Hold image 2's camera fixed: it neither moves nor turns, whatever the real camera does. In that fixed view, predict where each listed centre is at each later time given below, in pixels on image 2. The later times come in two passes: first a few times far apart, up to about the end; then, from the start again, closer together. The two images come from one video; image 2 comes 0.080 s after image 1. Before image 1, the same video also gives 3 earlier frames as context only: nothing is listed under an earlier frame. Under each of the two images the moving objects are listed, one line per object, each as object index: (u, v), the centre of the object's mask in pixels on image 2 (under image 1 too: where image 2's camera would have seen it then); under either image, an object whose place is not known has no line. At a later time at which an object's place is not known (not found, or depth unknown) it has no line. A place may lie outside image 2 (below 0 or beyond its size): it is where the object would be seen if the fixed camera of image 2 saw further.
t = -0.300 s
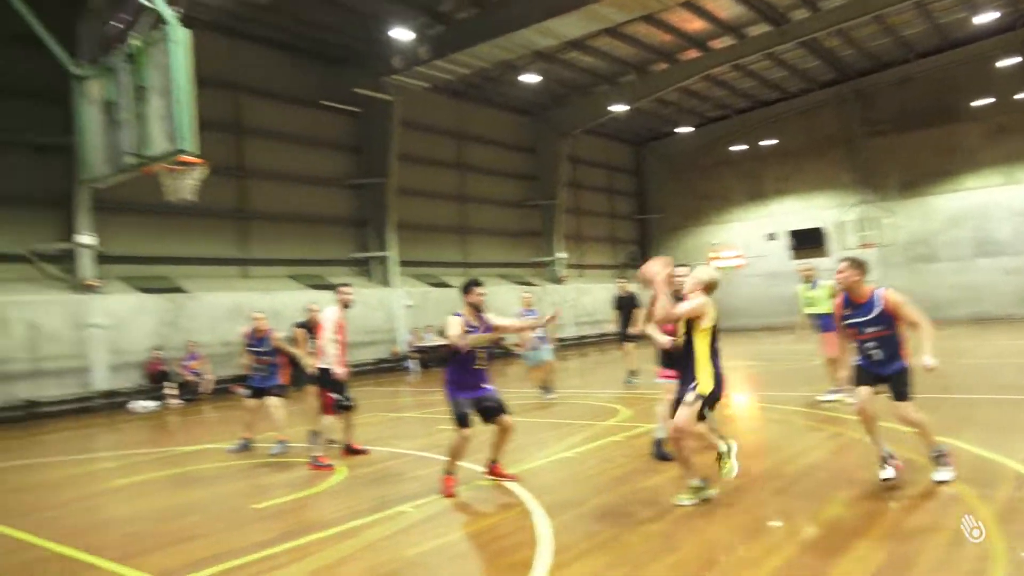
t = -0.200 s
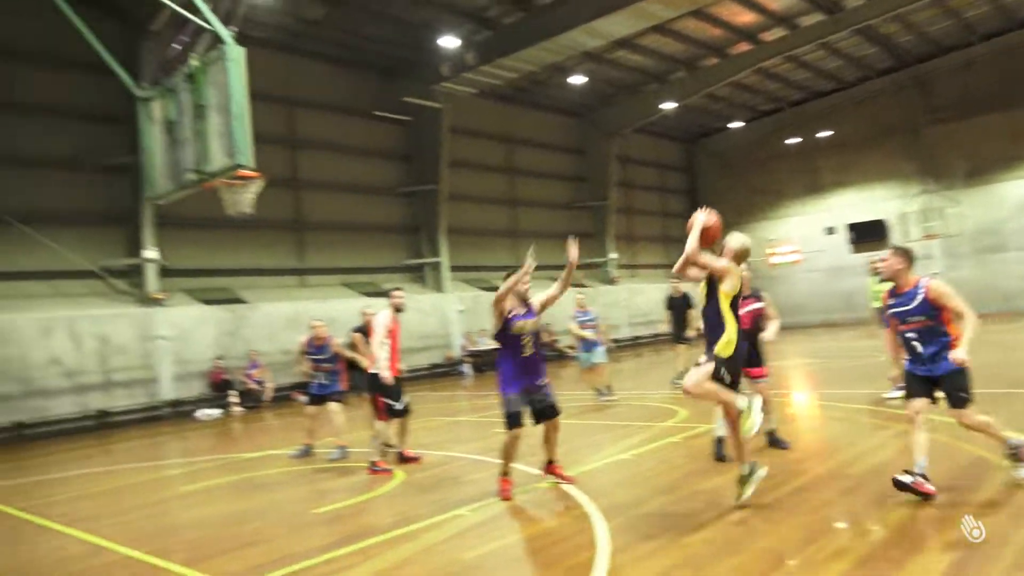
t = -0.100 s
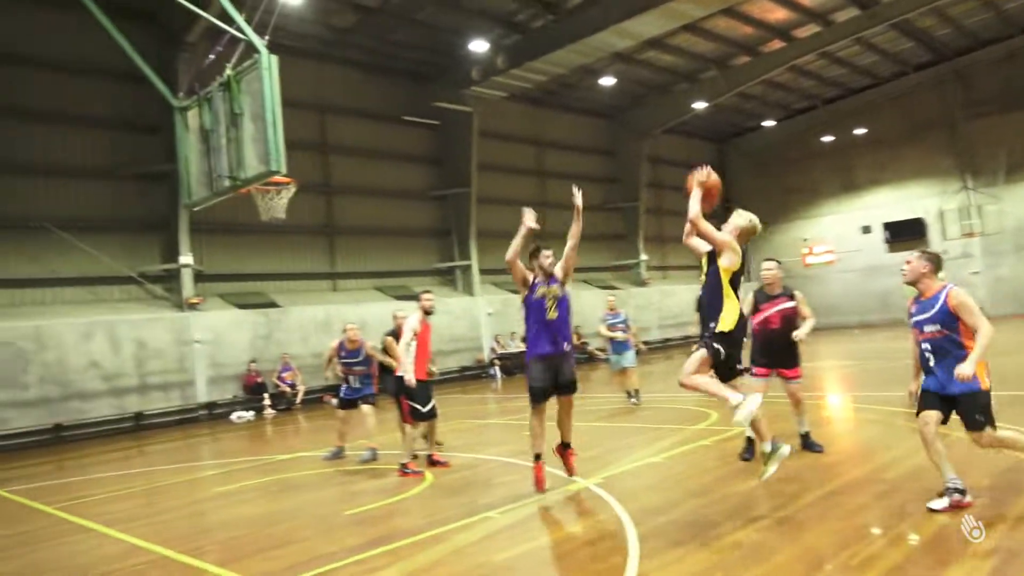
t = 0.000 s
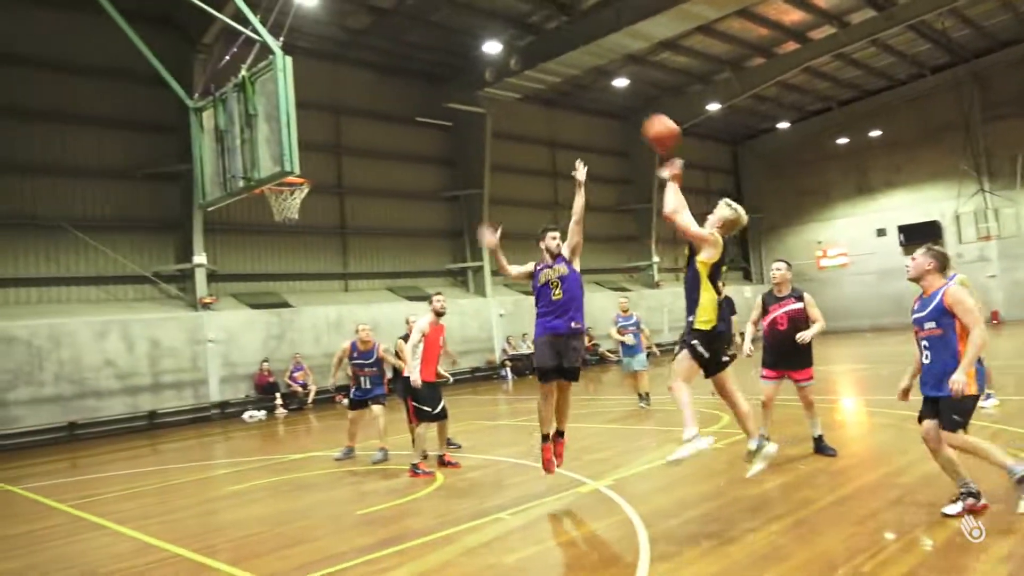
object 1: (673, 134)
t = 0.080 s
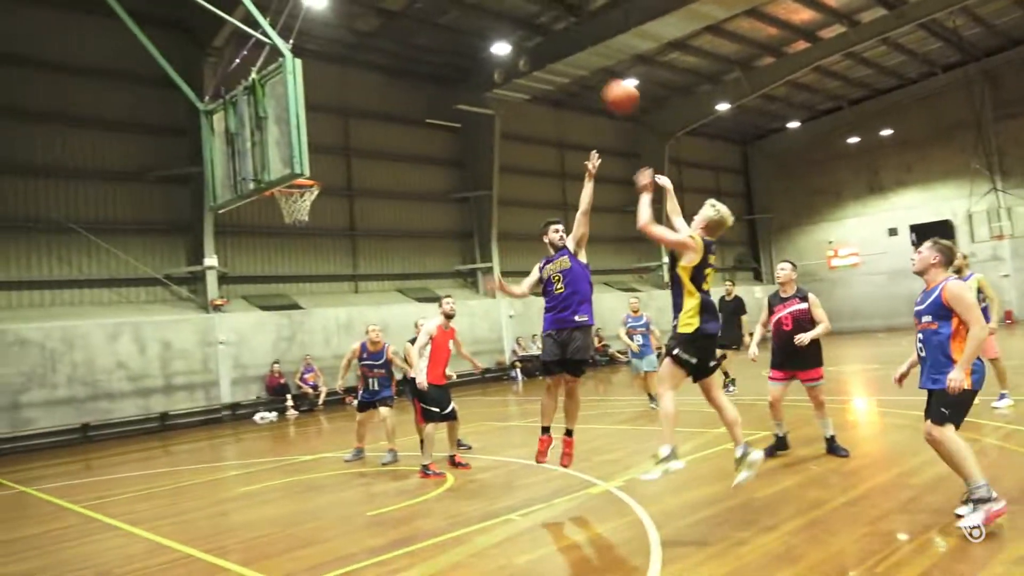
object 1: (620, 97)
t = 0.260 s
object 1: (526, 53)
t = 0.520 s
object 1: (415, 57)
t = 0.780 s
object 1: (331, 125)
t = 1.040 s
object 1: (293, 225)
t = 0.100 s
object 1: (608, 90)
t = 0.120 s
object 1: (596, 83)
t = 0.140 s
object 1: (586, 78)
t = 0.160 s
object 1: (575, 72)
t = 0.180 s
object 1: (565, 67)
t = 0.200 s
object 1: (553, 61)
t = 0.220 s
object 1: (543, 57)
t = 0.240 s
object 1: (533, 55)
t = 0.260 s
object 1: (526, 53)
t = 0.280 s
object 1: (517, 50)
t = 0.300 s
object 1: (507, 49)
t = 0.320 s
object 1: (497, 48)
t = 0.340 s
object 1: (486, 45)
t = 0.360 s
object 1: (478, 45)
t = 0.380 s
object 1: (470, 45)
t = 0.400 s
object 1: (462, 46)
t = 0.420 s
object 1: (454, 47)
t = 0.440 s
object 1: (446, 48)
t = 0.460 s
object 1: (438, 50)
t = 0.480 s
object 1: (430, 52)
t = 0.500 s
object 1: (422, 55)
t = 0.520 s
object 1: (415, 57)
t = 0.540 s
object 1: (407, 61)
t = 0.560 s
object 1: (401, 64)
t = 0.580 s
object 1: (394, 68)
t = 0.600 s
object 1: (387, 72)
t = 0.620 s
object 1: (380, 77)
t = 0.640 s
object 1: (374, 82)
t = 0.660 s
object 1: (367, 87)
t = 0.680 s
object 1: (361, 92)
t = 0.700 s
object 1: (355, 99)
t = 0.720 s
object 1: (349, 105)
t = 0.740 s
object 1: (343, 112)
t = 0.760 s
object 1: (336, 119)
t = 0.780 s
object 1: (331, 125)
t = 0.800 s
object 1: (325, 133)
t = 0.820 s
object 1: (320, 140)
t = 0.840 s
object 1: (317, 147)
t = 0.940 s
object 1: (292, 192)
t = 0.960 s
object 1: (291, 198)
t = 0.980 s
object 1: (294, 208)
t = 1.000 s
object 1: (293, 213)
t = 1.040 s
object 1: (293, 225)
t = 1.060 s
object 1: (294, 231)
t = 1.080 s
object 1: (294, 238)
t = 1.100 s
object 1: (294, 245)
